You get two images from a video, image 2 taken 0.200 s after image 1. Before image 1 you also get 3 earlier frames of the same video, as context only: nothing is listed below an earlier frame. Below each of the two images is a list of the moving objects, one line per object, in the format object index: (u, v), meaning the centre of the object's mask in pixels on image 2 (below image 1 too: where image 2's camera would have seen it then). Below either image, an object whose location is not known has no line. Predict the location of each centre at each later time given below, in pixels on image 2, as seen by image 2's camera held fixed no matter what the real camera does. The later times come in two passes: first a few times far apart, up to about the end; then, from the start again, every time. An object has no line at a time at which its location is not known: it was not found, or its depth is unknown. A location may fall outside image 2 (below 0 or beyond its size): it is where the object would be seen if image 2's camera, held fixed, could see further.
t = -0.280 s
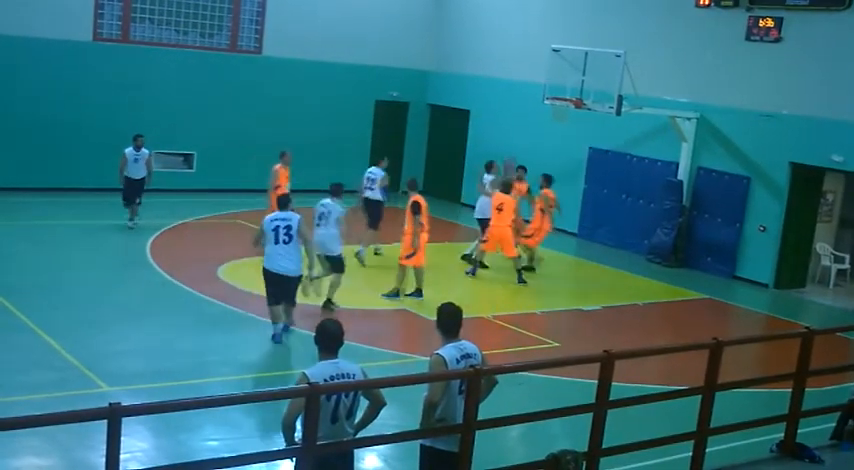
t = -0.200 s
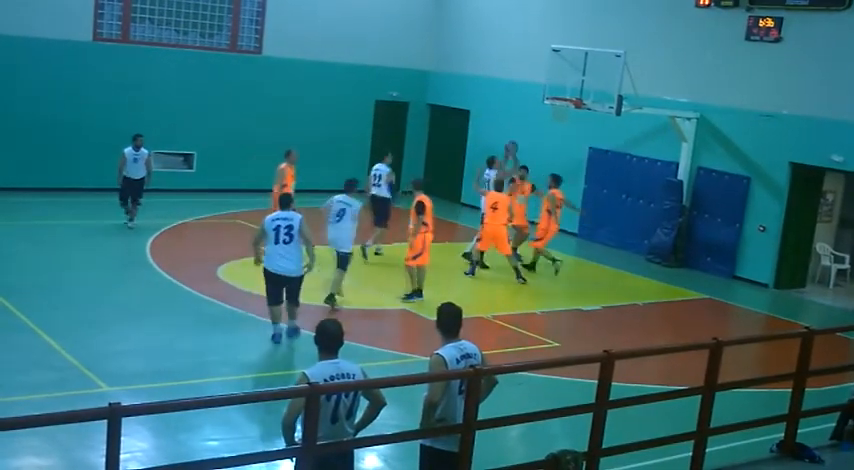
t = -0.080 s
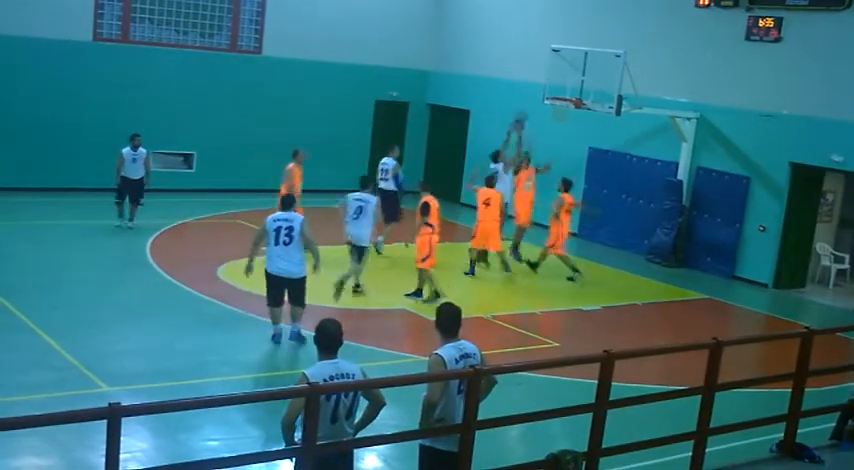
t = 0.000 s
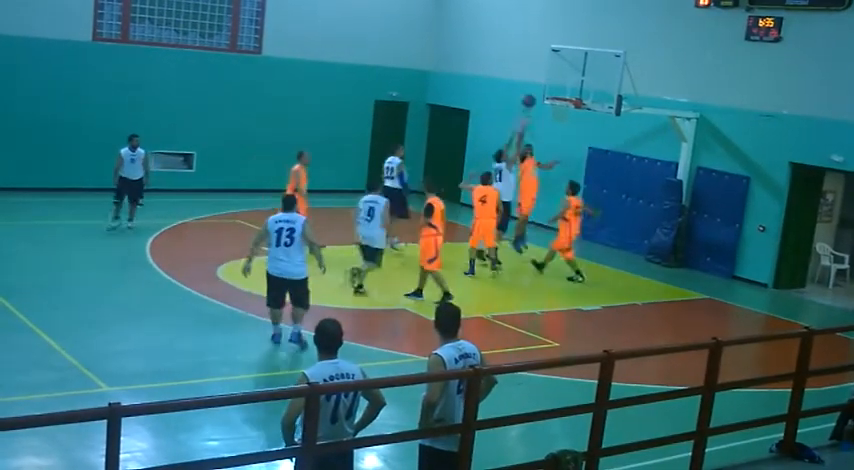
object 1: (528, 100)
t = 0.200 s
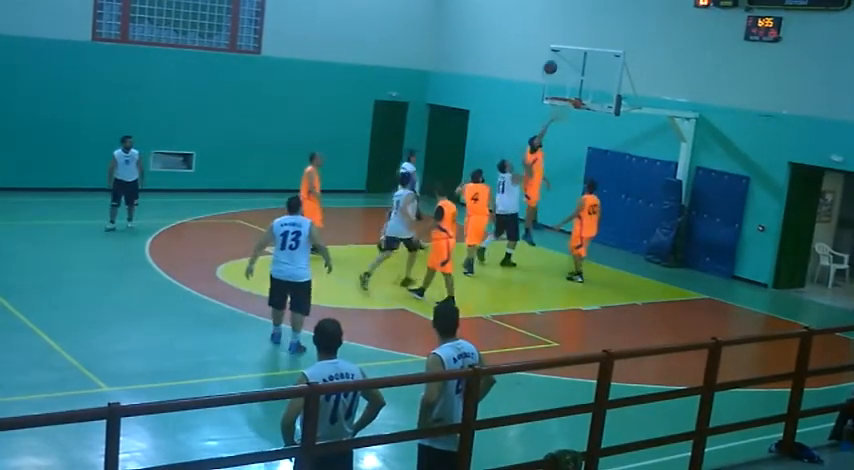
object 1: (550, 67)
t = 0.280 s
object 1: (557, 60)
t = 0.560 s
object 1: (569, 62)
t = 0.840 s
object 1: (560, 100)
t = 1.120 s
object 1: (563, 112)
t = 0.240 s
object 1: (553, 63)
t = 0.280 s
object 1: (557, 60)
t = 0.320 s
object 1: (561, 58)
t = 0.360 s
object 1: (565, 56)
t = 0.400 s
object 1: (569, 55)
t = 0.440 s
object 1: (572, 55)
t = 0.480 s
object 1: (572, 57)
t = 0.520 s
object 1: (571, 59)
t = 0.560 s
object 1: (569, 62)
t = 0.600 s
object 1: (567, 66)
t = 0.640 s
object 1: (565, 70)
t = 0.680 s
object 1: (564, 75)
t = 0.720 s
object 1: (562, 81)
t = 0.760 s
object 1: (560, 89)
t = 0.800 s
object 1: (559, 96)
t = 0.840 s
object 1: (560, 100)
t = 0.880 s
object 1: (562, 106)
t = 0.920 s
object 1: (564, 108)
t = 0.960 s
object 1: (565, 108)
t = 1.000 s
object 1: (565, 109)
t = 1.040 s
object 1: (565, 109)
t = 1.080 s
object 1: (564, 111)
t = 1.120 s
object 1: (563, 112)
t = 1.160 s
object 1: (562, 118)
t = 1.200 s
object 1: (561, 121)
